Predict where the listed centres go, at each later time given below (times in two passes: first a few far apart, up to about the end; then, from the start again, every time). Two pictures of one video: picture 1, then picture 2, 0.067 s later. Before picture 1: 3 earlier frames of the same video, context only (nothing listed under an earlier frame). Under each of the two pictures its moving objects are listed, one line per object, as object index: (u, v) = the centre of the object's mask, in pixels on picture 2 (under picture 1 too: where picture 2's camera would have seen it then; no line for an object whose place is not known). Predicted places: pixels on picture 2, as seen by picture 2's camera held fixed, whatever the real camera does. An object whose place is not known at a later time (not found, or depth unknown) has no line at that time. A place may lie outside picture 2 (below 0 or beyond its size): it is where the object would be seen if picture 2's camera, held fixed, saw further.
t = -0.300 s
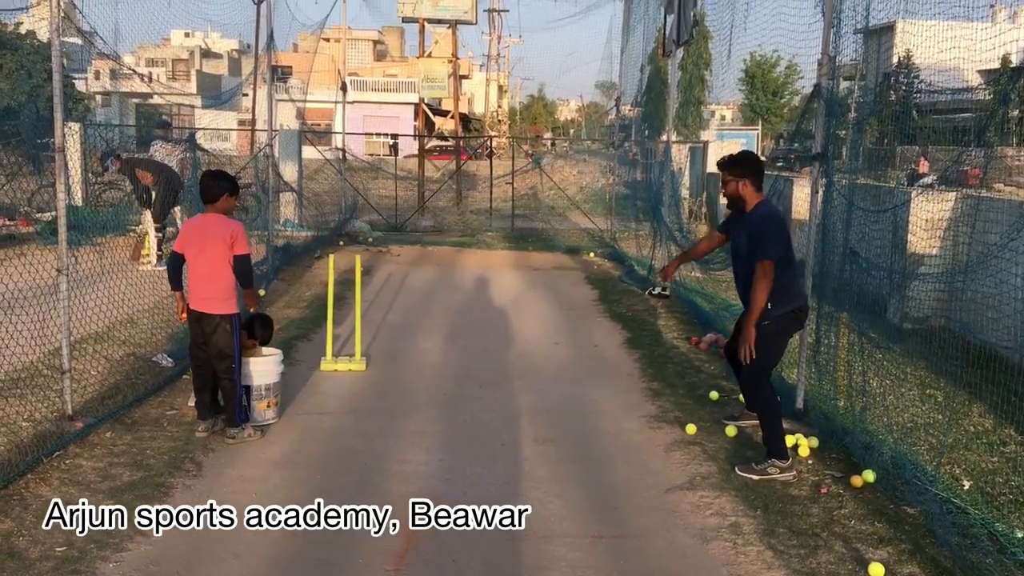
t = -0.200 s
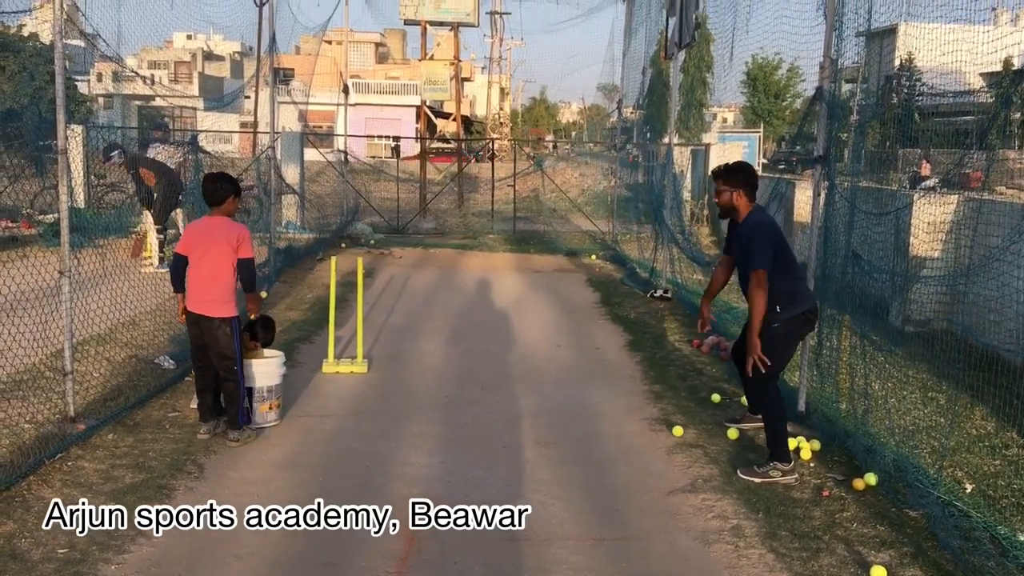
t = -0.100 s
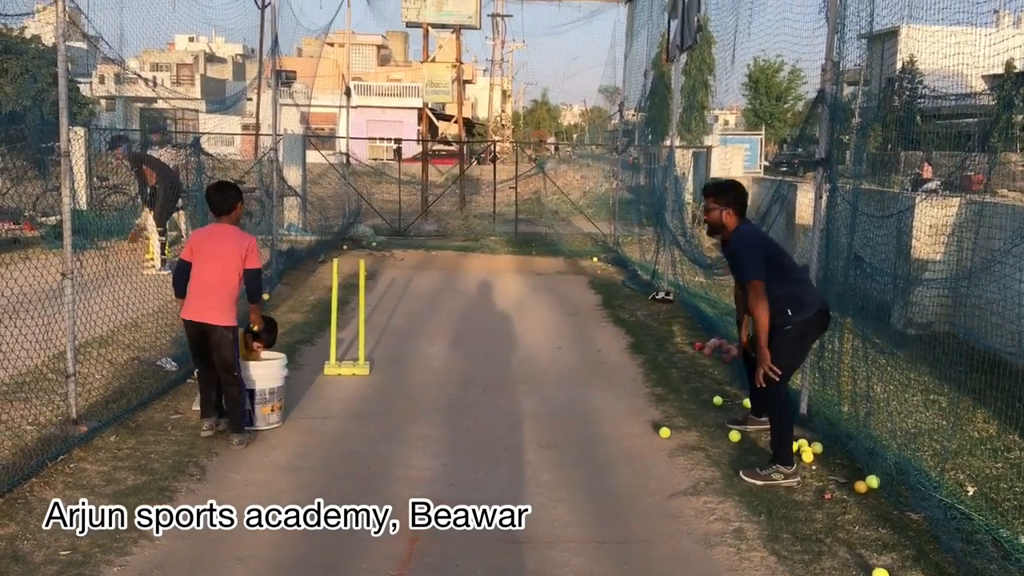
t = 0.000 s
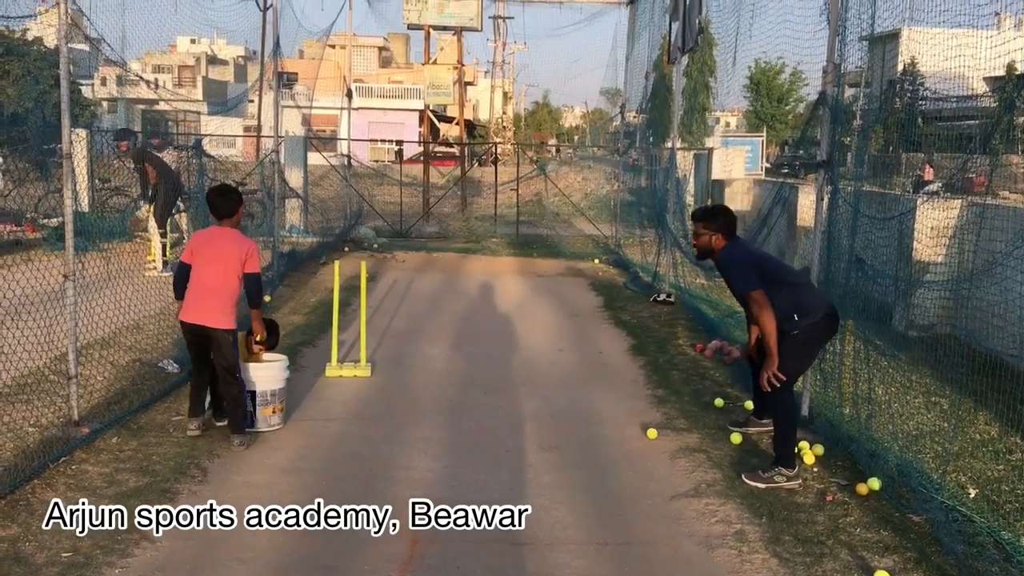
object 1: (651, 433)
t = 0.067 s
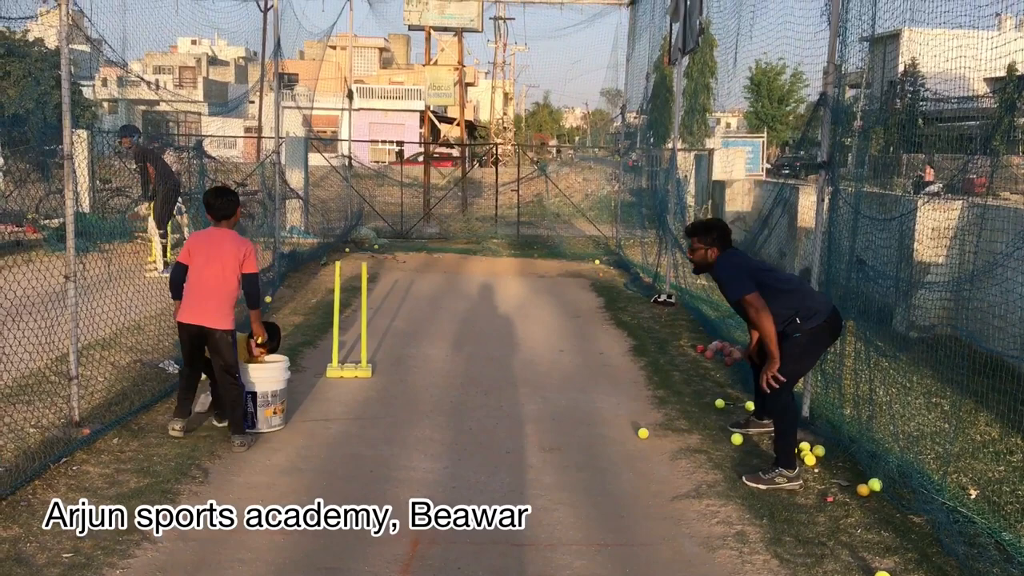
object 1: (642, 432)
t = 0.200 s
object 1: (623, 428)
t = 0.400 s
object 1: (600, 426)
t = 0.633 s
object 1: (574, 422)
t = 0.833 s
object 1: (555, 419)
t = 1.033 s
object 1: (538, 417)
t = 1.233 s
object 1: (524, 415)
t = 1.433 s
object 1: (512, 413)
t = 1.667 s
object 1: (502, 411)
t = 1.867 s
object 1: (495, 409)
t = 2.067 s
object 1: (489, 407)
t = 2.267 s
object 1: (484, 406)
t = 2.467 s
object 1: (480, 404)
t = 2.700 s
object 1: (481, 403)
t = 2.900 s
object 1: (483, 401)
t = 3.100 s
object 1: (485, 401)
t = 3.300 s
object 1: (487, 401)
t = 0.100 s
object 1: (636, 430)
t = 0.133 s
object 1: (631, 429)
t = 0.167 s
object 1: (627, 429)
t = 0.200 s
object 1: (623, 428)
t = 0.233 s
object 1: (619, 428)
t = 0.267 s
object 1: (615, 428)
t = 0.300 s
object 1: (611, 427)
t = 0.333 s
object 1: (607, 426)
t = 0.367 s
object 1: (603, 426)
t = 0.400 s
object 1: (600, 426)
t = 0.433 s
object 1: (597, 426)
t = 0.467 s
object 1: (593, 425)
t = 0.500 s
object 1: (589, 424)
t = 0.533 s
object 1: (585, 424)
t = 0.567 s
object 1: (581, 423)
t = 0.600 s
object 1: (578, 423)
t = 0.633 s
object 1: (574, 422)
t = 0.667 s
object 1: (571, 422)
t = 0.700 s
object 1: (567, 421)
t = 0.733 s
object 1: (564, 421)
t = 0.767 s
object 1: (561, 420)
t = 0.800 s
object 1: (558, 420)
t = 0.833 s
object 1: (555, 419)
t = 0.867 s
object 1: (552, 419)
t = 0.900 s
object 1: (549, 419)
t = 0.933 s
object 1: (545, 418)
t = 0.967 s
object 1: (543, 417)
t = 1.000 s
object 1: (540, 417)
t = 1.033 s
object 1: (538, 417)
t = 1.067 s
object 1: (535, 417)
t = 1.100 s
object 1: (533, 416)
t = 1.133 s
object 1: (530, 416)
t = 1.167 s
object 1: (528, 415)
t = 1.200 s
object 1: (526, 415)
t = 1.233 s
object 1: (524, 415)
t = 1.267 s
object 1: (522, 415)
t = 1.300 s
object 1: (520, 415)
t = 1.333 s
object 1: (518, 414)
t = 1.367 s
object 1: (516, 414)
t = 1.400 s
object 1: (514, 413)
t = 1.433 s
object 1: (512, 413)
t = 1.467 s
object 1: (511, 413)
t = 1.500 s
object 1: (509, 413)
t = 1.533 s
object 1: (508, 412)
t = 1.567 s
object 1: (506, 412)
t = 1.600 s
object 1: (505, 412)
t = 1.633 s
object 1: (504, 411)
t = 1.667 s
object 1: (502, 411)
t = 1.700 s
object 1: (501, 411)
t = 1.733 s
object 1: (500, 410)
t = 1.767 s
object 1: (498, 410)
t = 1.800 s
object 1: (497, 410)
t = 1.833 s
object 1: (496, 409)
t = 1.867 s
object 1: (495, 409)
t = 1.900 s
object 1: (494, 409)
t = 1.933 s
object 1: (493, 408)
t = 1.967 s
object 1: (492, 408)
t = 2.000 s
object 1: (491, 408)
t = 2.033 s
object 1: (491, 407)
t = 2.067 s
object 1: (489, 407)
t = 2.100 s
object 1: (489, 407)
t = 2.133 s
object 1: (488, 407)
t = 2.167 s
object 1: (487, 406)
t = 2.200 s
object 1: (486, 406)
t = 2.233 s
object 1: (485, 406)
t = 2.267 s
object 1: (484, 406)
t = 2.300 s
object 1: (484, 405)
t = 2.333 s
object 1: (483, 405)
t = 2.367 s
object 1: (482, 405)
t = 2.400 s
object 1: (481, 405)
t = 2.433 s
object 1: (480, 404)
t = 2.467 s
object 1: (480, 404)
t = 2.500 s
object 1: (480, 404)
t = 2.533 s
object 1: (480, 404)
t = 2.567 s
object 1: (480, 404)
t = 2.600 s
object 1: (481, 403)
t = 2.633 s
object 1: (481, 403)
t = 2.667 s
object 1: (481, 403)
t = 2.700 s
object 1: (481, 403)
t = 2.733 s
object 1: (482, 402)
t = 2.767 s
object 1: (482, 402)
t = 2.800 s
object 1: (482, 402)
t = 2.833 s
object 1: (482, 402)
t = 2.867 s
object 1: (483, 402)
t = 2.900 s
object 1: (483, 401)
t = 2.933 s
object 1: (483, 401)
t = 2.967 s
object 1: (484, 401)
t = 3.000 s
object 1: (484, 401)
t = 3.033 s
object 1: (484, 401)
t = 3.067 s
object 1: (485, 401)
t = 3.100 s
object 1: (485, 401)
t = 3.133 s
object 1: (486, 401)
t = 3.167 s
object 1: (486, 401)
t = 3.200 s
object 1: (486, 401)
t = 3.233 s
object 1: (487, 401)
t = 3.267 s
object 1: (487, 401)
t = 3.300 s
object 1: (487, 401)
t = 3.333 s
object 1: (487, 401)
